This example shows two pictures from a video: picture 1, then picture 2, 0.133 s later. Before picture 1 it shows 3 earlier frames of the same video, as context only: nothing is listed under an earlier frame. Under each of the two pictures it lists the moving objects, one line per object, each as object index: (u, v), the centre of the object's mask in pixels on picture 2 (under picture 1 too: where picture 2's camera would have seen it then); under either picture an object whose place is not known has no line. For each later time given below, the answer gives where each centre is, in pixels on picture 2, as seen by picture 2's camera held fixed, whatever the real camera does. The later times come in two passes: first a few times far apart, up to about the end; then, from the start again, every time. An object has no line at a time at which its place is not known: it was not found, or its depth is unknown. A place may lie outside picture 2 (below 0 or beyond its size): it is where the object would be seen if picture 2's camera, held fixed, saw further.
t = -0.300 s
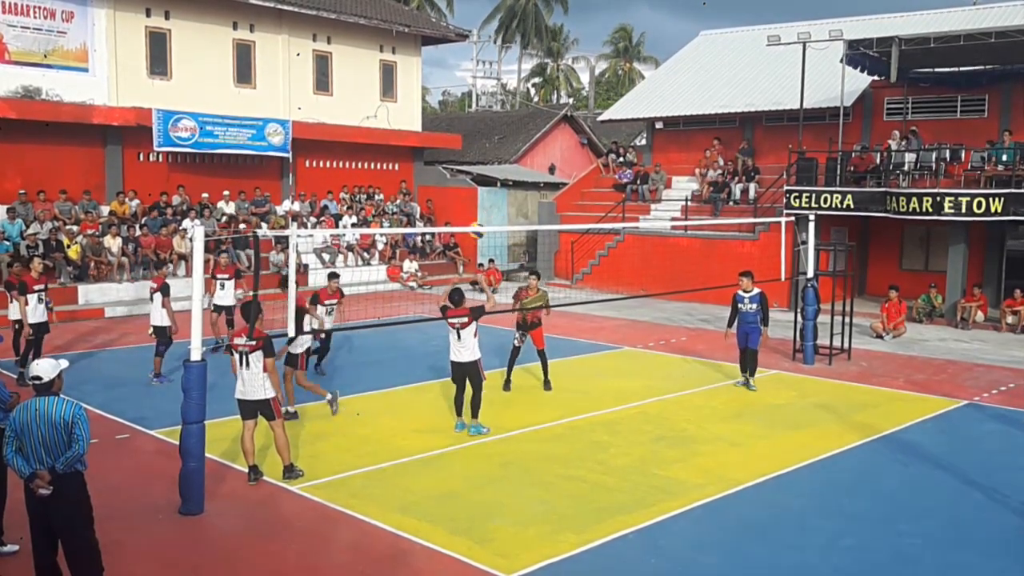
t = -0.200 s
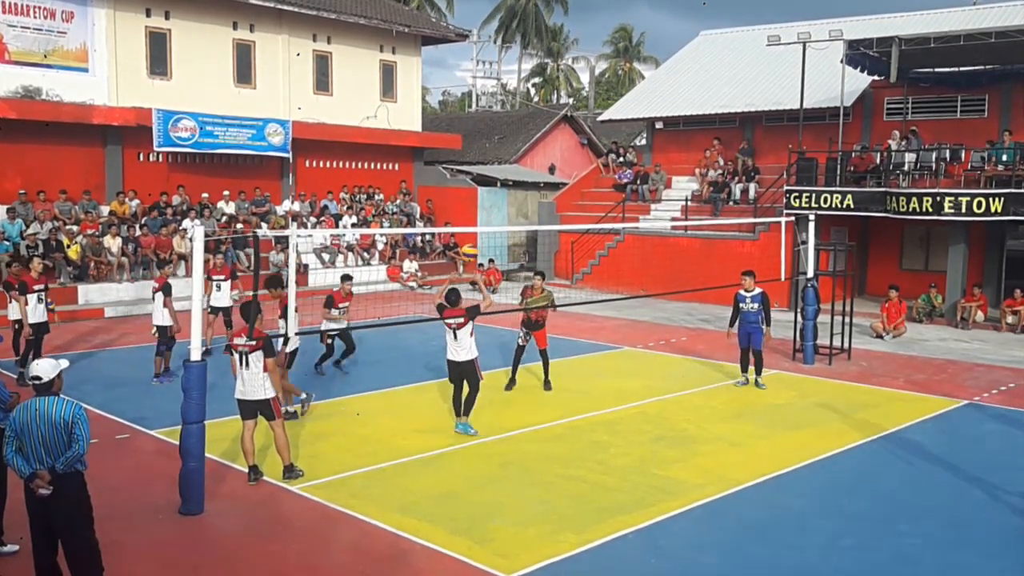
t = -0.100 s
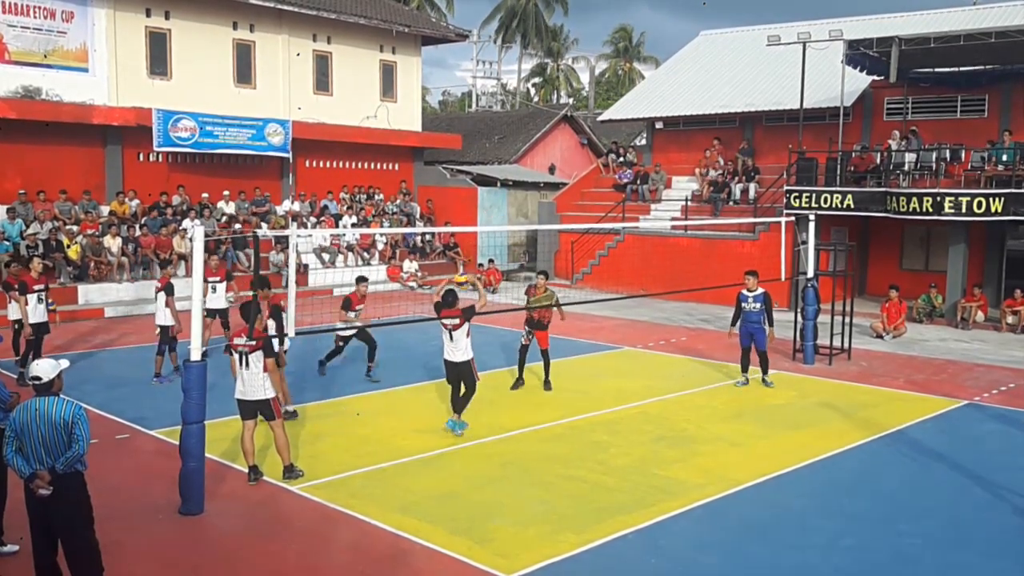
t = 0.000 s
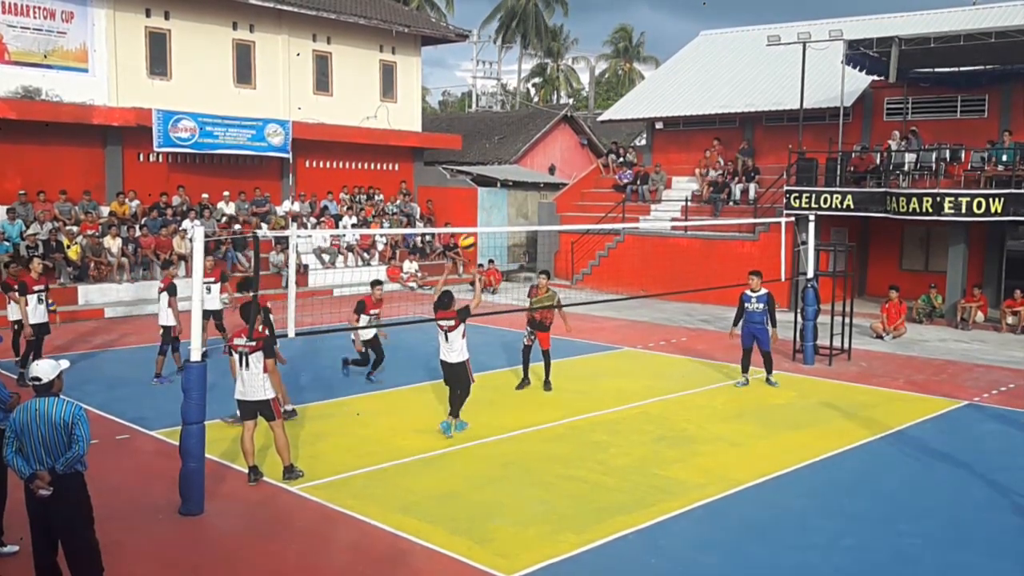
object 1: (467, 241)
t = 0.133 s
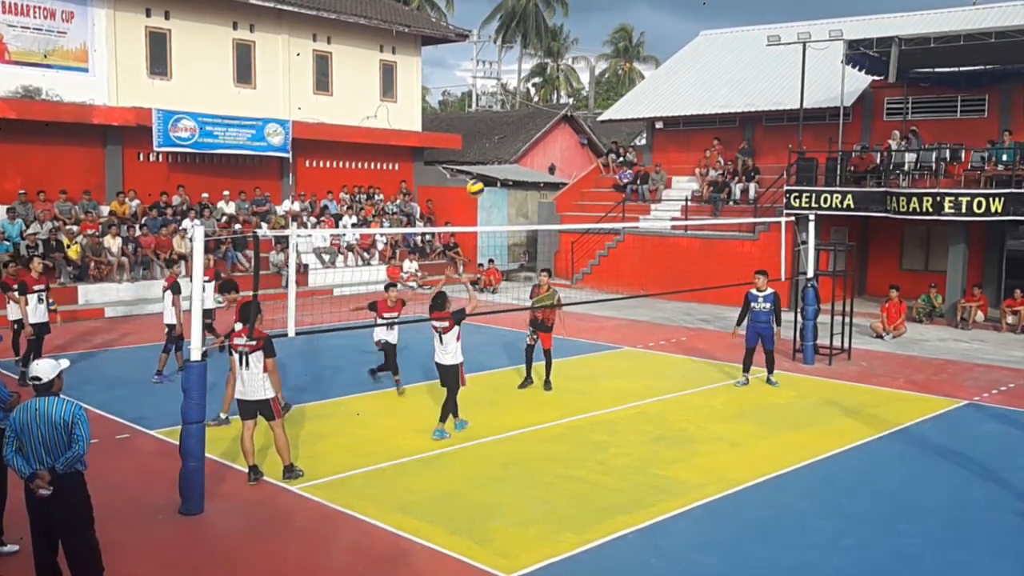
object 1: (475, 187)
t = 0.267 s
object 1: (482, 149)
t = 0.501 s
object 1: (497, 117)
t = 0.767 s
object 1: (512, 137)
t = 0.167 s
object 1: (477, 177)
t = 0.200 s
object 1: (479, 167)
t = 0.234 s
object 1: (480, 157)
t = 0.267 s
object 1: (482, 149)
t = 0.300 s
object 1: (485, 141)
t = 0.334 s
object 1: (487, 135)
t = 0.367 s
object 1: (489, 130)
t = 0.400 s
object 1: (491, 125)
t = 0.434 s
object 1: (493, 121)
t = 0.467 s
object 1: (495, 119)
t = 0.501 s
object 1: (497, 117)
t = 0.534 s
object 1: (499, 115)
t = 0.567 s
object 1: (501, 116)
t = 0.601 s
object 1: (503, 117)
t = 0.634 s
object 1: (505, 119)
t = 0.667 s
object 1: (506, 122)
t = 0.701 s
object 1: (508, 126)
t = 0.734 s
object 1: (511, 131)
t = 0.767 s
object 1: (512, 137)
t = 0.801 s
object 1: (515, 143)
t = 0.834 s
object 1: (516, 150)
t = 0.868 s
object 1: (518, 159)
